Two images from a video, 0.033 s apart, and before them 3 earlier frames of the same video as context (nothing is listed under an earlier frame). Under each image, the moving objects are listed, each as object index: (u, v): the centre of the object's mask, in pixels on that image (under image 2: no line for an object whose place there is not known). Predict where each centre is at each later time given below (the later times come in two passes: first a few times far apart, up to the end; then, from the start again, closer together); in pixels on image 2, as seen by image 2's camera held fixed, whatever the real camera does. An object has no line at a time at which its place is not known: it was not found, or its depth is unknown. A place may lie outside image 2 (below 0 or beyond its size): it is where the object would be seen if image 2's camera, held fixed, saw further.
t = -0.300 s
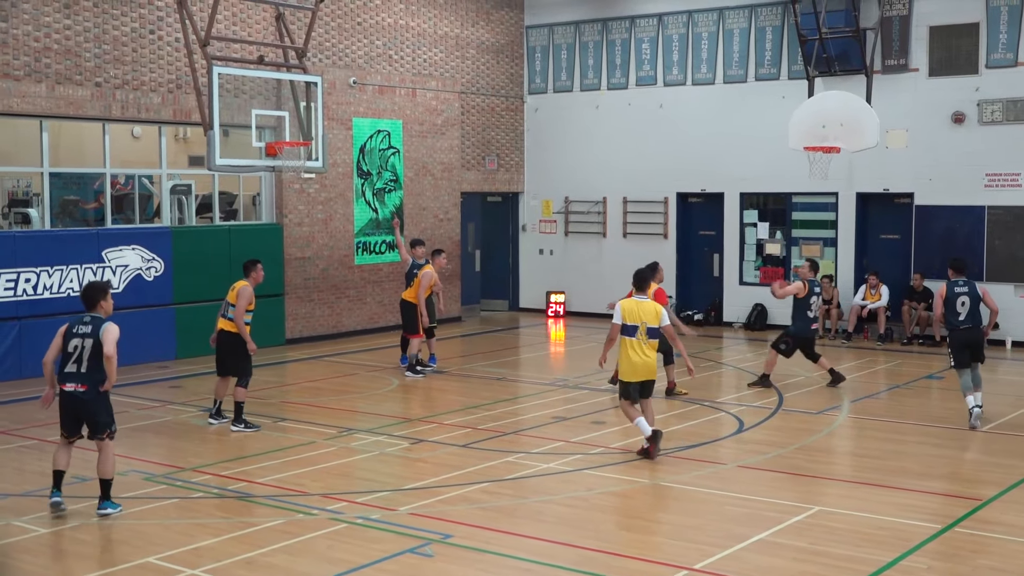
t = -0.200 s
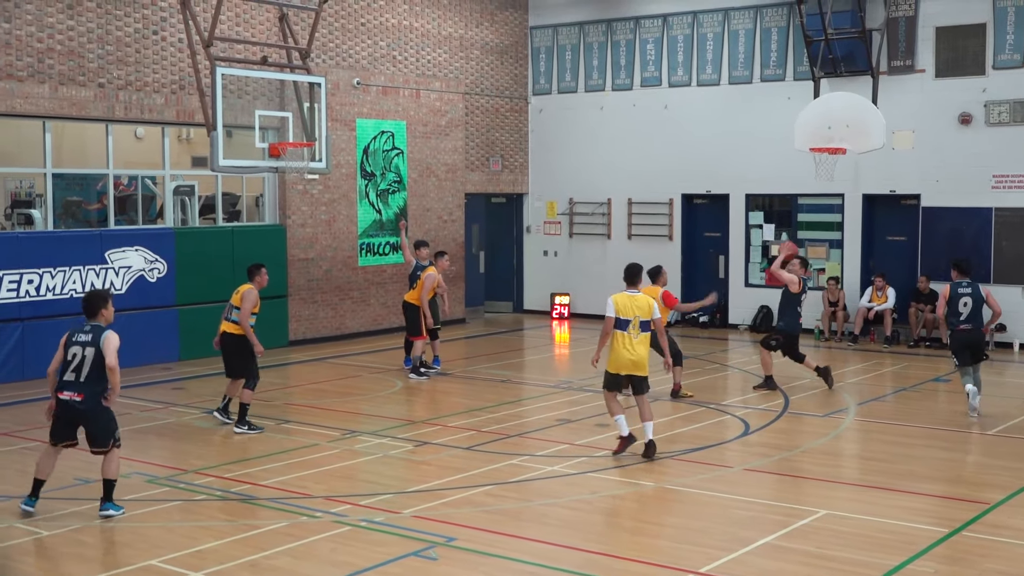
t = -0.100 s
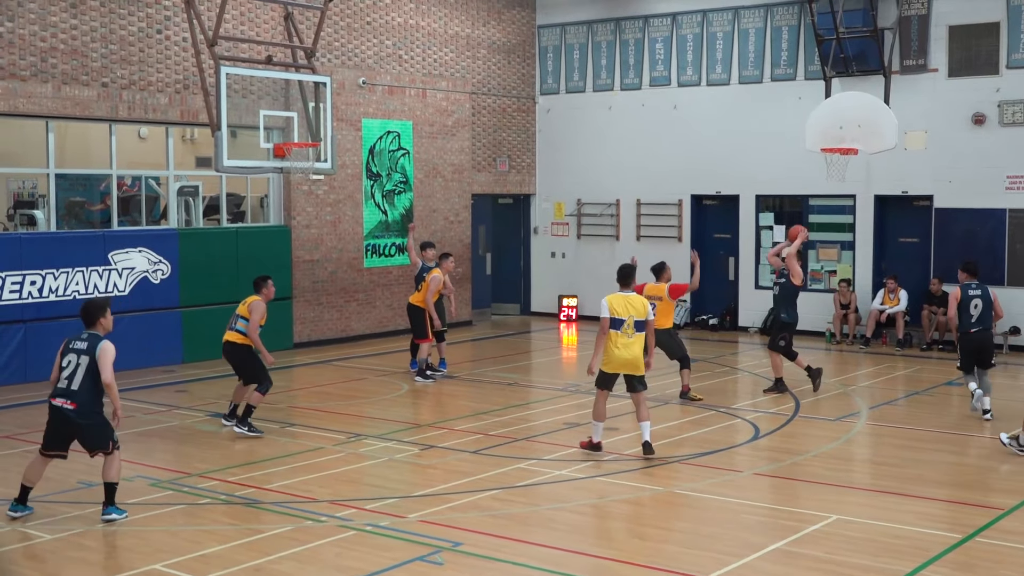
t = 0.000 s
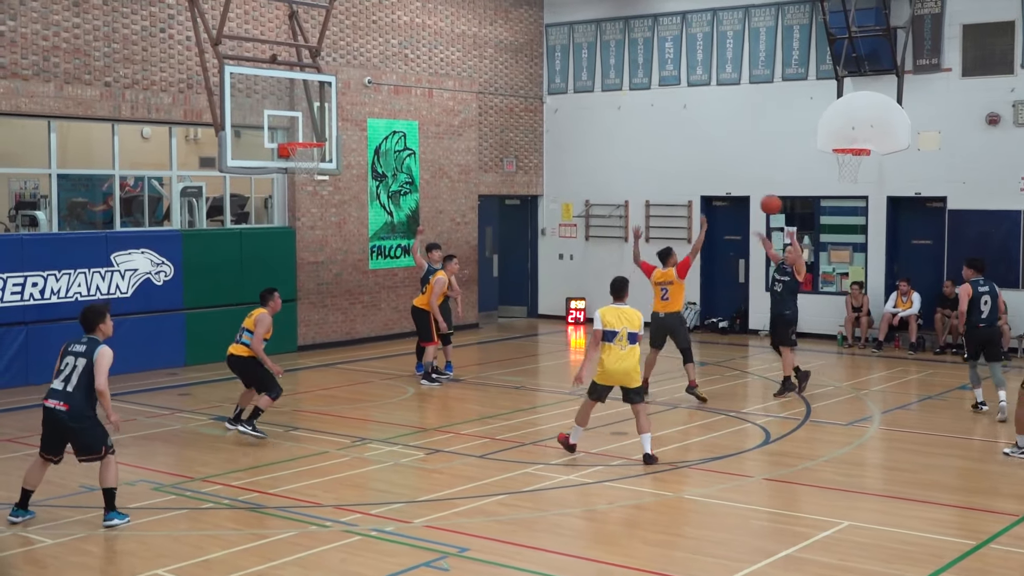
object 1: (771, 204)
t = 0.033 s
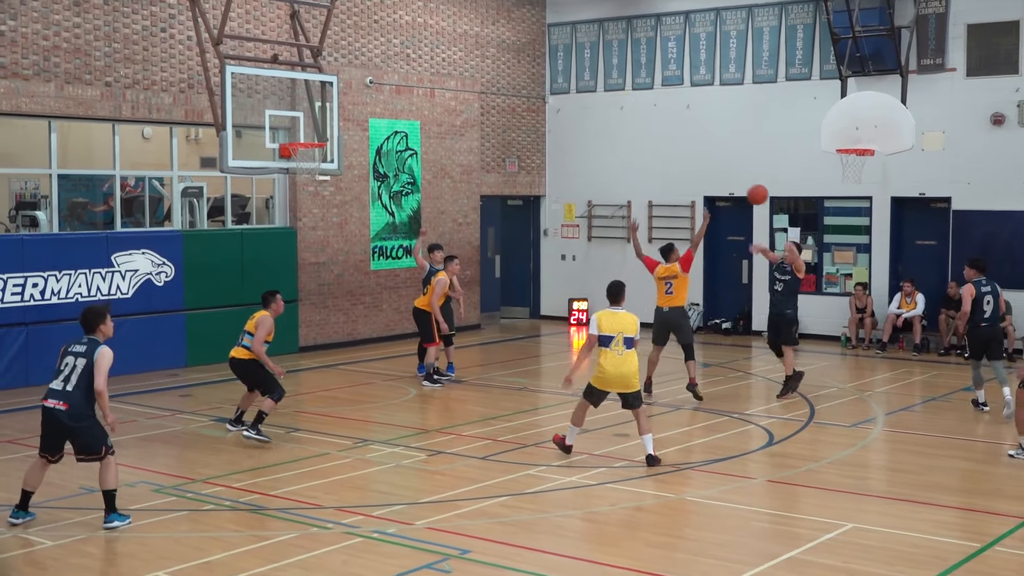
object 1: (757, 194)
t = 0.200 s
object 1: (667, 155)
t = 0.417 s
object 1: (526, 133)
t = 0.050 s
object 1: (749, 190)
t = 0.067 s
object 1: (741, 185)
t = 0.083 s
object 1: (732, 180)
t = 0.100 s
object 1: (723, 176)
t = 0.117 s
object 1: (714, 172)
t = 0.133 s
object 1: (705, 168)
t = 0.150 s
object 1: (696, 164)
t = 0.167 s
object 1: (686, 161)
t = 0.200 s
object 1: (667, 155)
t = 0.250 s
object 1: (637, 147)
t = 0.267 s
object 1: (627, 145)
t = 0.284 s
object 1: (617, 143)
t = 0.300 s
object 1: (606, 141)
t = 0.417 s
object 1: (526, 133)
